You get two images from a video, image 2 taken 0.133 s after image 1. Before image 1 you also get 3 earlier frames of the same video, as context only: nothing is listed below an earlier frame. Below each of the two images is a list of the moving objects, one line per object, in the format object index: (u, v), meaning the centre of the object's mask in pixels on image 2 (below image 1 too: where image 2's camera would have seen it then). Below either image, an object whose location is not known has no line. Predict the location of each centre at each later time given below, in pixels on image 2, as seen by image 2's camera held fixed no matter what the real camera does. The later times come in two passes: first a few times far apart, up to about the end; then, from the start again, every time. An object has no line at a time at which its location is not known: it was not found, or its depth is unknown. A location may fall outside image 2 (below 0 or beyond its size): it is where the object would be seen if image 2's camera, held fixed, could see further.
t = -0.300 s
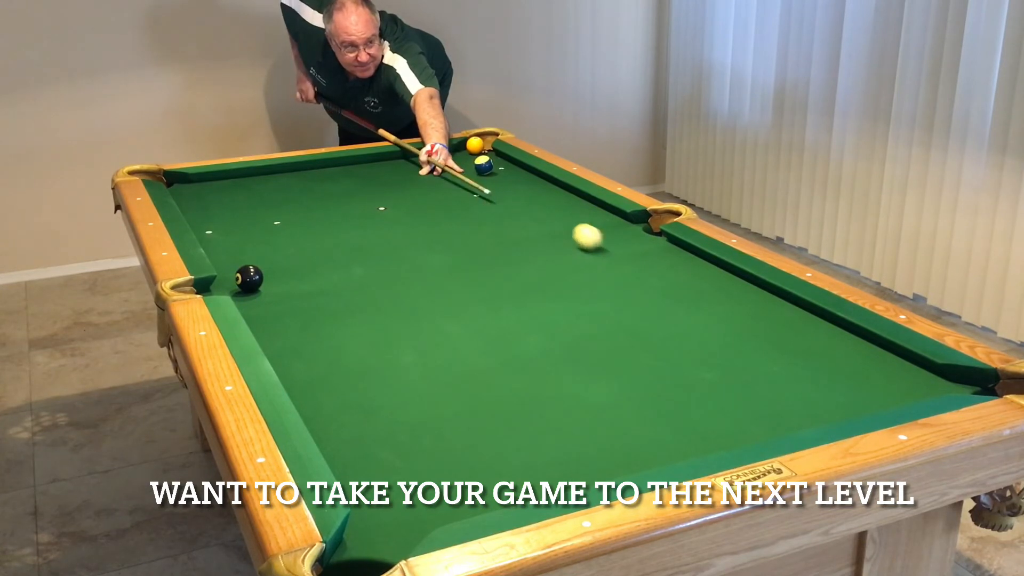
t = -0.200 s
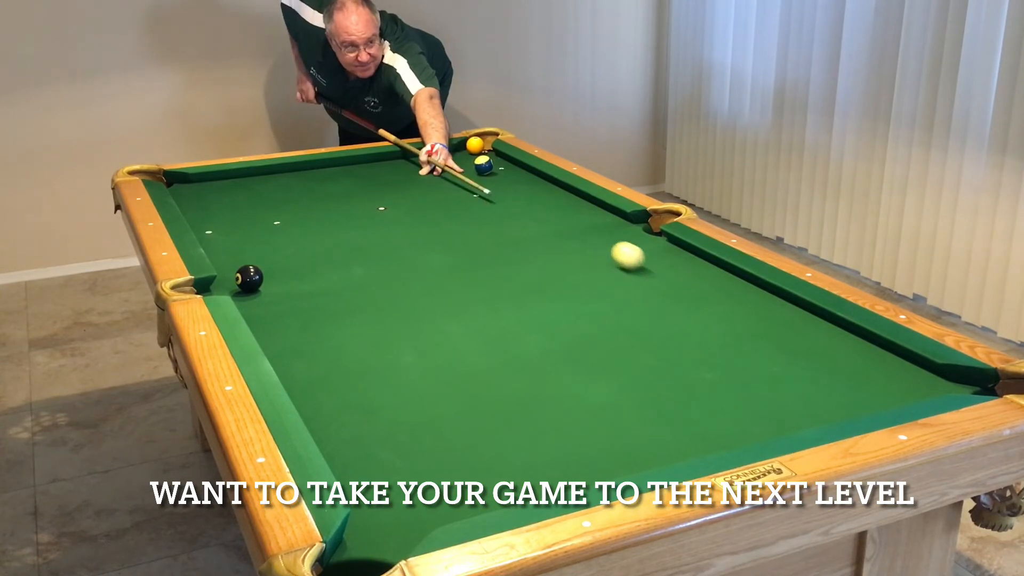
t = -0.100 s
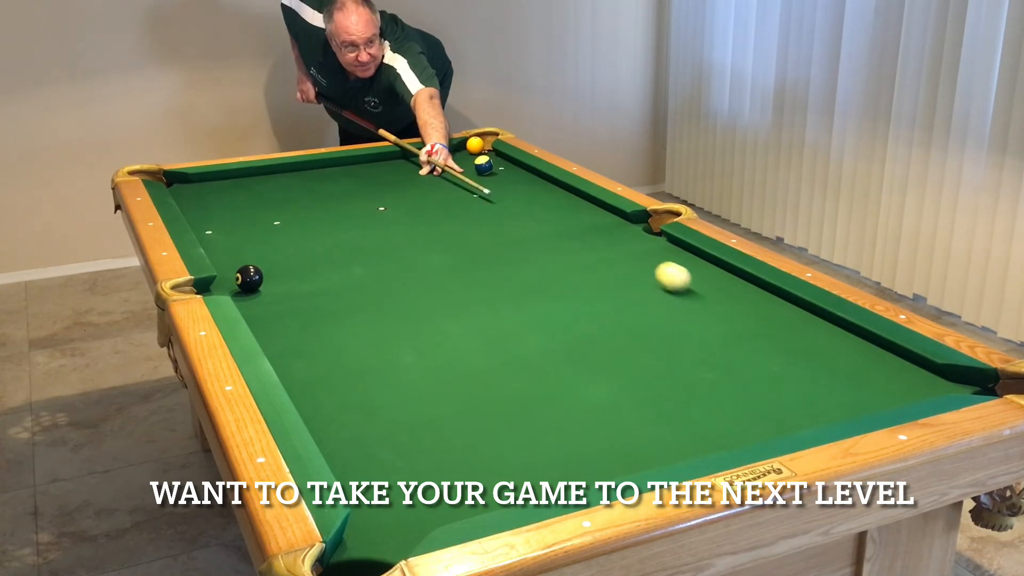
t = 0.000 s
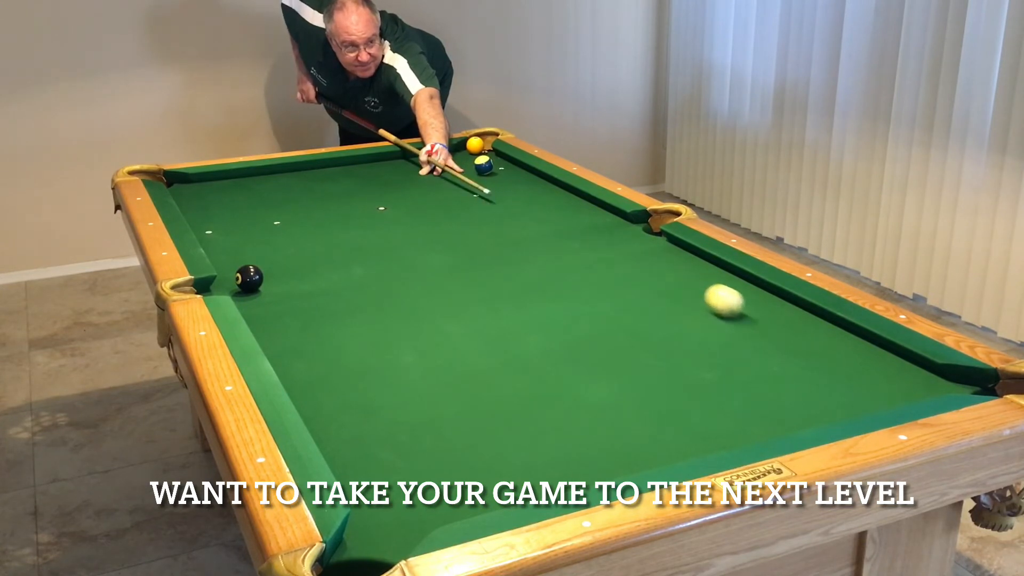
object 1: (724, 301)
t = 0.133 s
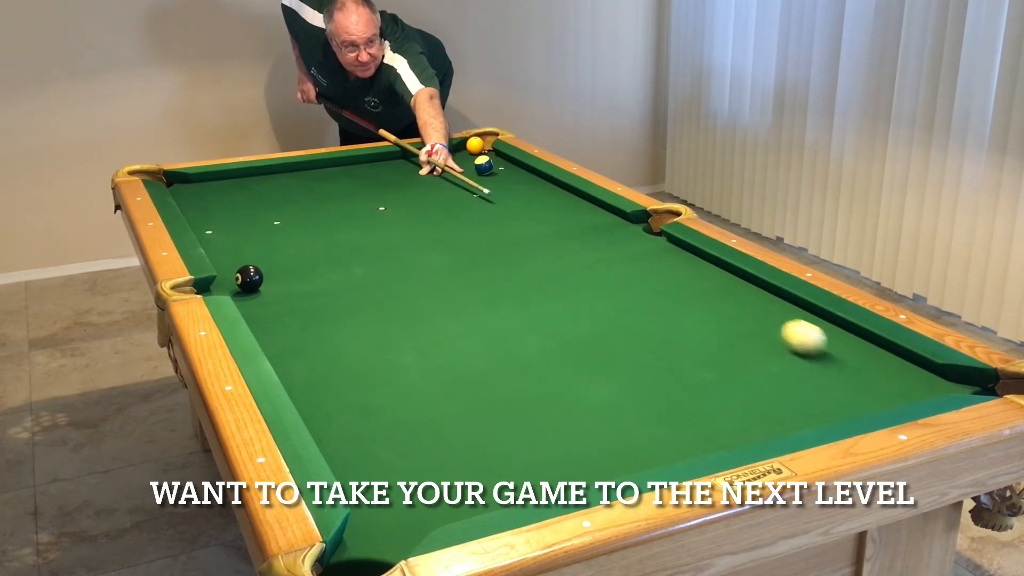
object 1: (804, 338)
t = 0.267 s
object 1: (900, 382)
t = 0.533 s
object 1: (822, 336)
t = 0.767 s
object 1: (758, 299)
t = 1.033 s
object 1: (699, 265)
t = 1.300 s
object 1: (651, 237)
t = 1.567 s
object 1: (611, 214)
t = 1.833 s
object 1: (576, 195)
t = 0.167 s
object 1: (826, 349)
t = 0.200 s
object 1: (850, 359)
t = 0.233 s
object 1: (874, 370)
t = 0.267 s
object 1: (900, 382)
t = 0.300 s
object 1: (919, 387)
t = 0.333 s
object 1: (904, 382)
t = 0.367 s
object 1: (886, 372)
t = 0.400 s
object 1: (870, 363)
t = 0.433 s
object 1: (856, 356)
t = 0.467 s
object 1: (844, 349)
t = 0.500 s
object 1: (832, 342)
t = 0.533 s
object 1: (822, 336)
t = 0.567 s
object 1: (812, 330)
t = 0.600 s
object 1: (802, 325)
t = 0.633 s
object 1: (793, 319)
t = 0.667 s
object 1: (784, 314)
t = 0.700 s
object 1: (775, 309)
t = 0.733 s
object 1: (767, 304)
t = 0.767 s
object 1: (758, 299)
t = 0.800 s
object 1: (750, 294)
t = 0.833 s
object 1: (742, 290)
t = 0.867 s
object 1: (734, 285)
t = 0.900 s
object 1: (727, 281)
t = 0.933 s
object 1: (720, 277)
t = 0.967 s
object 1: (713, 273)
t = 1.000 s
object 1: (706, 269)
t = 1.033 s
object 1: (699, 265)
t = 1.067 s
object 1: (693, 261)
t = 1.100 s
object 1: (687, 257)
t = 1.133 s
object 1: (680, 254)
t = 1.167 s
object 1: (674, 250)
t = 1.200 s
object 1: (668, 247)
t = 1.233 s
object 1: (662, 244)
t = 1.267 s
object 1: (657, 240)
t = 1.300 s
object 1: (651, 237)
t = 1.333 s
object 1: (646, 234)
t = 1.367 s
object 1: (640, 231)
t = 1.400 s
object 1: (636, 228)
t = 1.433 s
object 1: (630, 225)
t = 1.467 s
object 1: (625, 222)
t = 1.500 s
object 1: (621, 220)
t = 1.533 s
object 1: (616, 217)
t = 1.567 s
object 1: (611, 214)
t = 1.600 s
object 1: (607, 211)
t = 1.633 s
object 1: (603, 209)
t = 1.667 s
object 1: (598, 206)
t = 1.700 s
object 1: (594, 204)
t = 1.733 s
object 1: (590, 202)
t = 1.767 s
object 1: (585, 199)
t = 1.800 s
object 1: (580, 197)
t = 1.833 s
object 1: (576, 195)
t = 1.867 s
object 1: (571, 193)
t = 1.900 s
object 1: (567, 191)
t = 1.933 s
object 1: (563, 189)
